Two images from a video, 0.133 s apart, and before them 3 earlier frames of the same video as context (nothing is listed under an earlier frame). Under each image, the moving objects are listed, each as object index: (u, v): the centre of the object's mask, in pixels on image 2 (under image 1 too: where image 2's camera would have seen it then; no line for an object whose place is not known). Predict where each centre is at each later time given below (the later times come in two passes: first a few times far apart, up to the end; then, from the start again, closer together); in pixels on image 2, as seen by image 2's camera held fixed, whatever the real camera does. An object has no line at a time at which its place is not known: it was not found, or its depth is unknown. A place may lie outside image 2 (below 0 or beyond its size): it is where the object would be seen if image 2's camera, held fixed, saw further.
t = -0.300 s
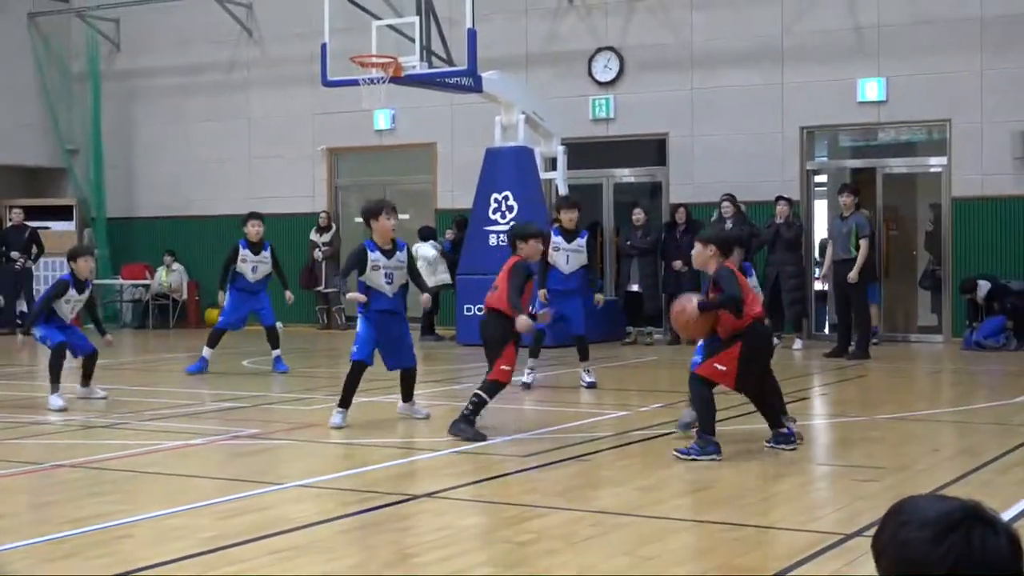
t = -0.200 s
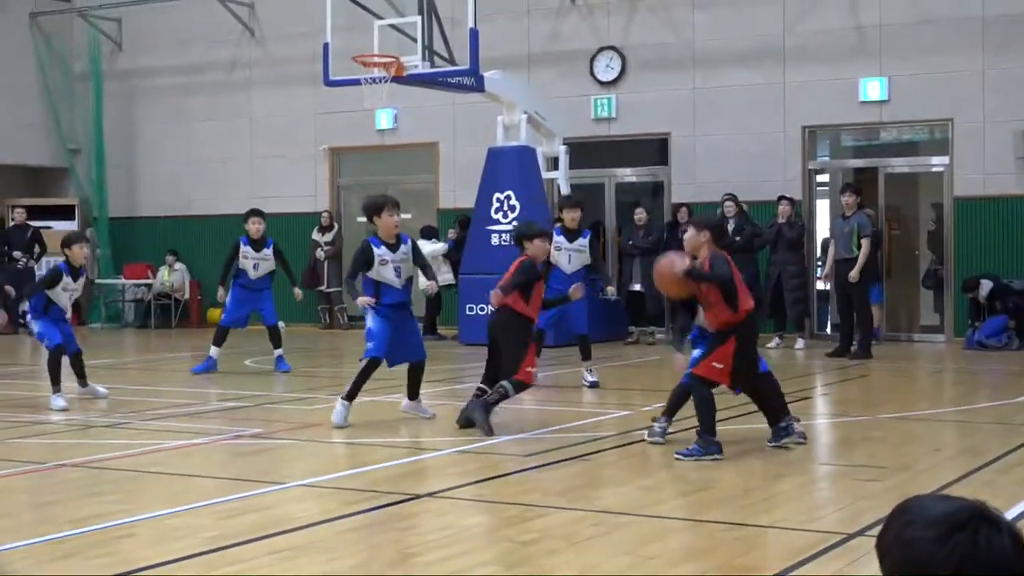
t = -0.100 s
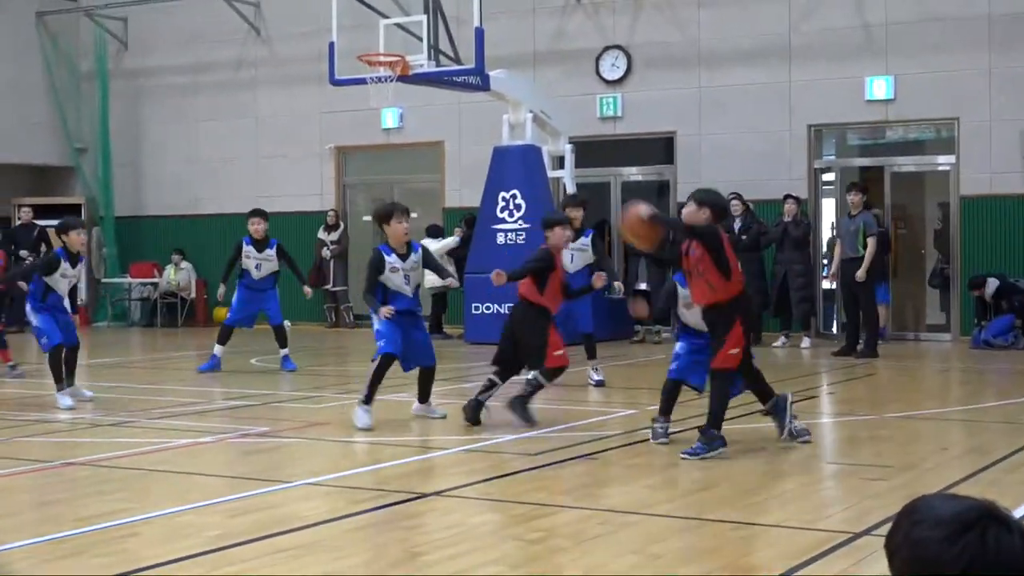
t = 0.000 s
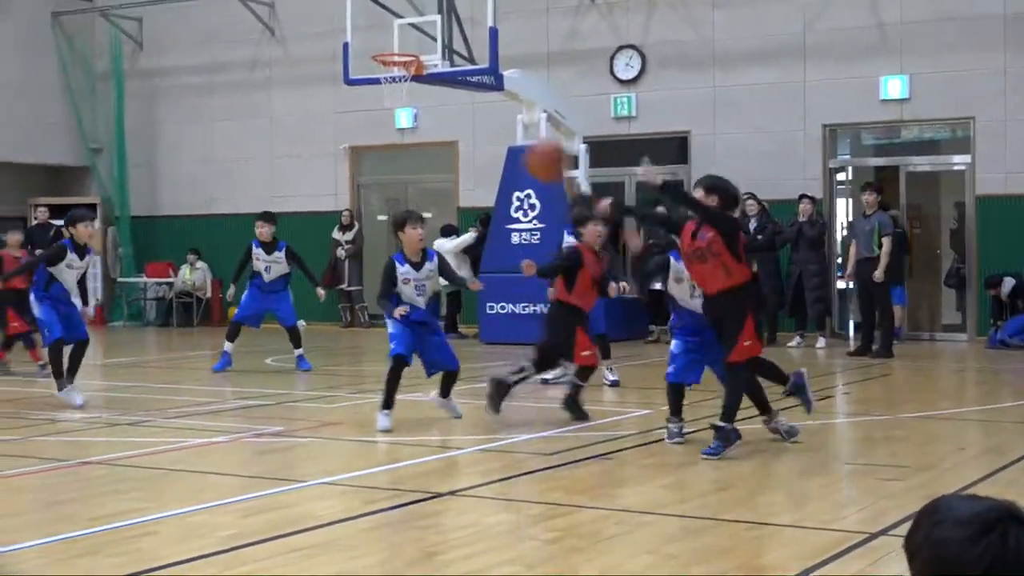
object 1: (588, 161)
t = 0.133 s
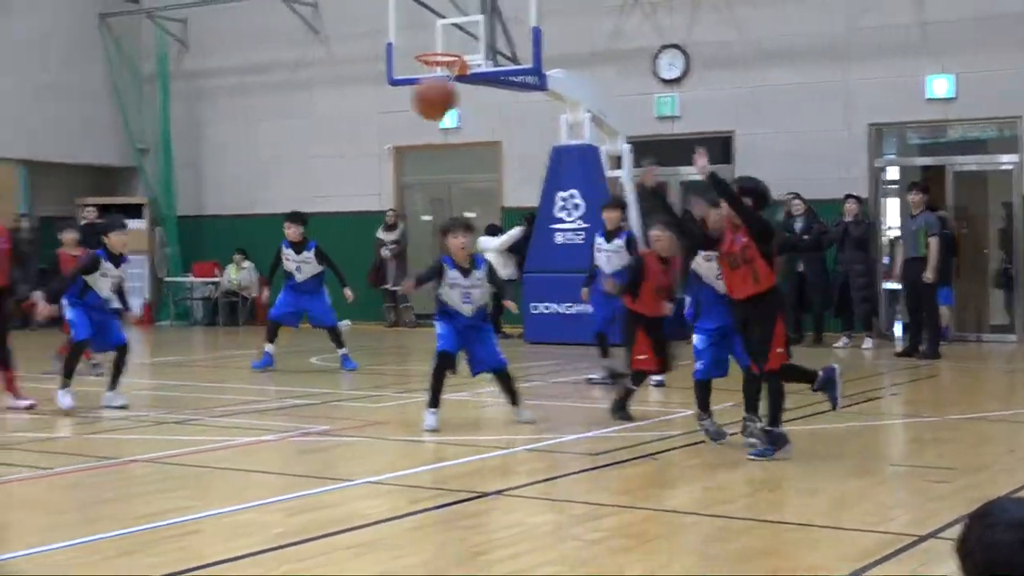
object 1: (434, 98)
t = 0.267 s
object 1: (282, 72)
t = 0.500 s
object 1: (21, 103)
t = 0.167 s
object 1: (395, 89)
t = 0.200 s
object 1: (358, 81)
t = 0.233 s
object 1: (320, 75)
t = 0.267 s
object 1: (282, 72)
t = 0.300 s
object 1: (244, 69)
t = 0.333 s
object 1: (207, 69)
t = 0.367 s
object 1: (169, 72)
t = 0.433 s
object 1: (94, 82)
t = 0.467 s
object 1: (58, 93)
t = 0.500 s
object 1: (21, 103)
